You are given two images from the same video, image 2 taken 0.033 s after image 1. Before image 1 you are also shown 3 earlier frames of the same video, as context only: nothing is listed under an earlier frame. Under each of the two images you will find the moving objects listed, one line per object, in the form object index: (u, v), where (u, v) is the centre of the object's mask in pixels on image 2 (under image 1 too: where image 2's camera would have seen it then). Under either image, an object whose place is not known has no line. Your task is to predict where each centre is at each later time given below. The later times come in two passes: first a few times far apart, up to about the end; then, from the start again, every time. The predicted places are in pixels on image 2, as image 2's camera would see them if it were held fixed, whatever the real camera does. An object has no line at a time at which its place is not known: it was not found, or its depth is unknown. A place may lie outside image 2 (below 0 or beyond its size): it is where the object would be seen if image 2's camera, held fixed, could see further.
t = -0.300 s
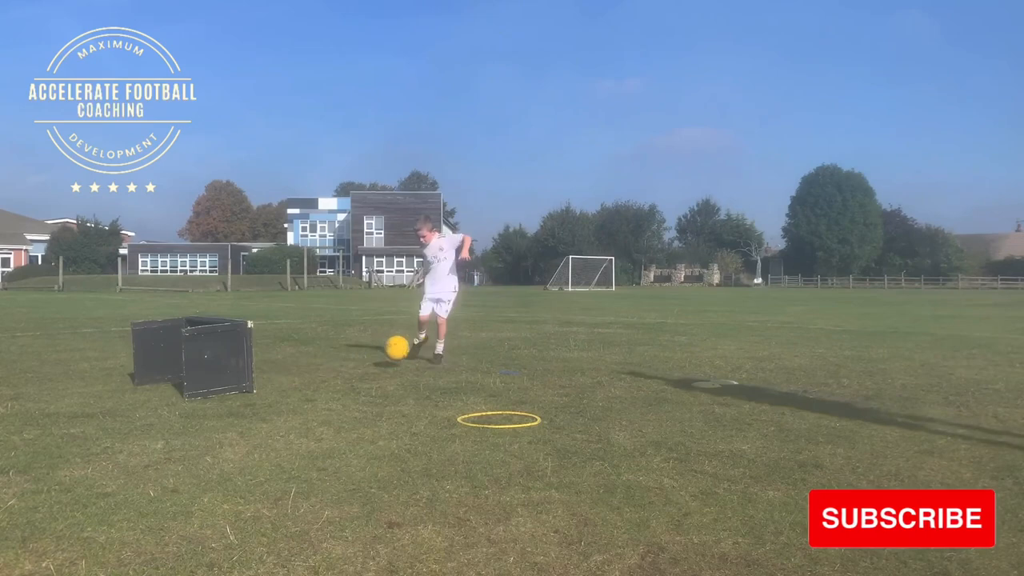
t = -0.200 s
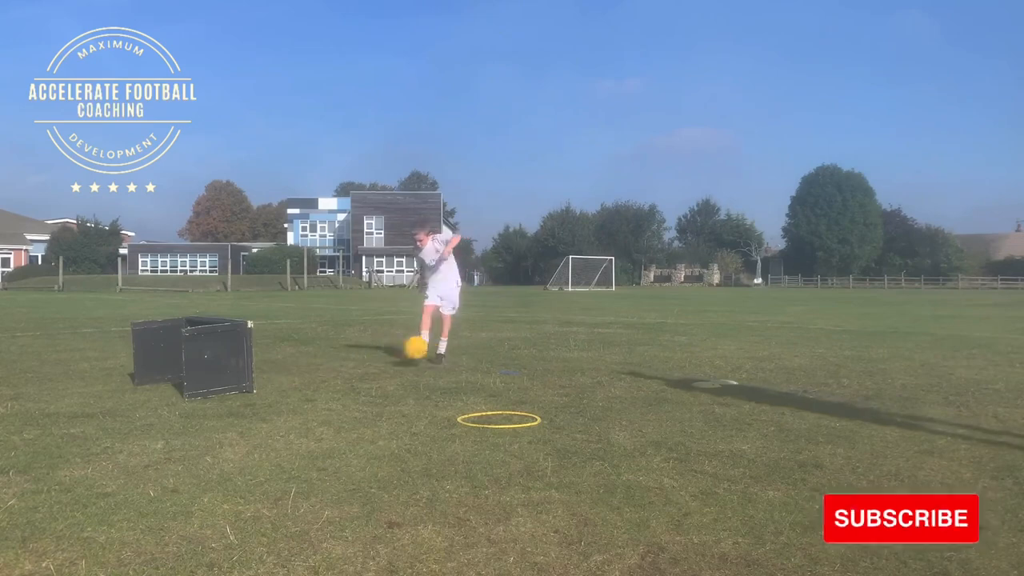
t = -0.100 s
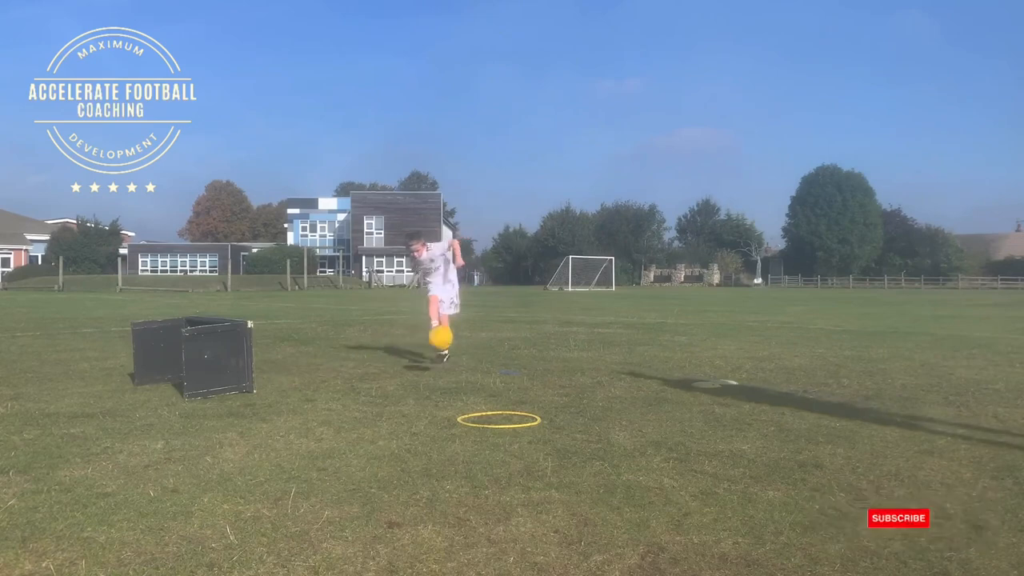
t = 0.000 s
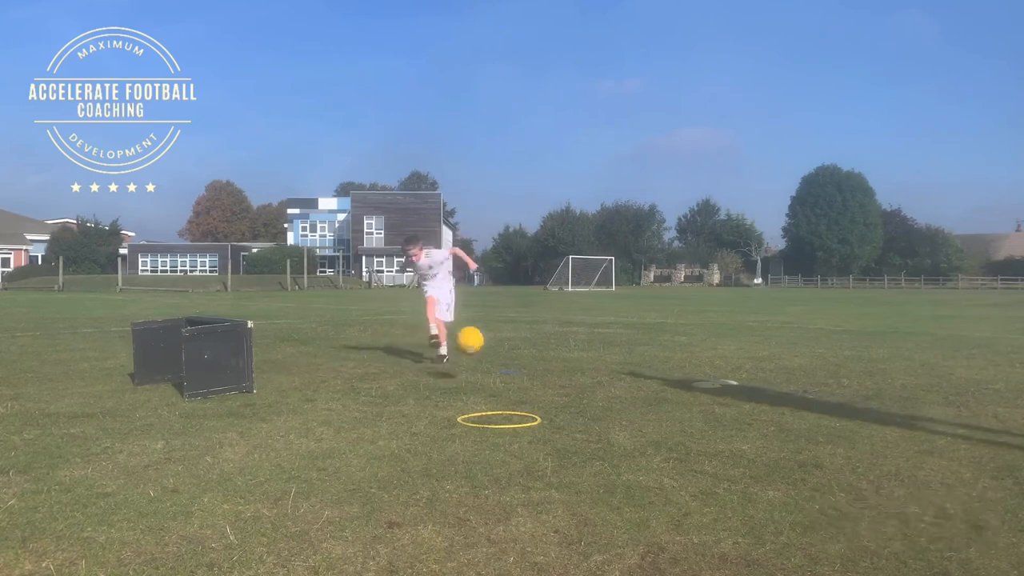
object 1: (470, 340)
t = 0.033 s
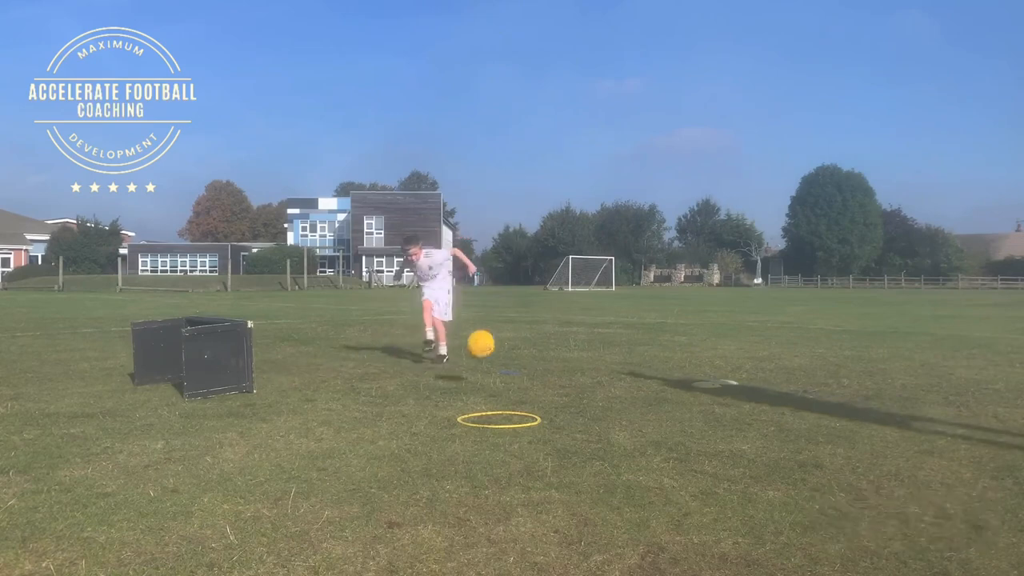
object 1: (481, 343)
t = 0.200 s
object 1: (544, 385)
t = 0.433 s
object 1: (644, 407)
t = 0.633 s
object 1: (730, 428)
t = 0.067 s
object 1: (492, 349)
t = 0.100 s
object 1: (503, 358)
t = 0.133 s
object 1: (516, 367)
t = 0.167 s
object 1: (530, 379)
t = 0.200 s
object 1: (544, 385)
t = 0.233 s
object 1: (557, 384)
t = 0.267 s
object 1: (570, 384)
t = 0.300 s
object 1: (584, 387)
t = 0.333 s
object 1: (598, 390)
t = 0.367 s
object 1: (613, 396)
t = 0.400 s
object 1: (629, 406)
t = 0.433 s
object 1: (644, 407)
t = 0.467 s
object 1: (657, 405)
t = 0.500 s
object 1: (670, 404)
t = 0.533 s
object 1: (683, 405)
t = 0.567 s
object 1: (699, 410)
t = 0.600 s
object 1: (715, 417)
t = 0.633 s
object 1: (730, 428)
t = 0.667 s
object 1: (747, 428)
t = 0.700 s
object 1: (764, 428)
